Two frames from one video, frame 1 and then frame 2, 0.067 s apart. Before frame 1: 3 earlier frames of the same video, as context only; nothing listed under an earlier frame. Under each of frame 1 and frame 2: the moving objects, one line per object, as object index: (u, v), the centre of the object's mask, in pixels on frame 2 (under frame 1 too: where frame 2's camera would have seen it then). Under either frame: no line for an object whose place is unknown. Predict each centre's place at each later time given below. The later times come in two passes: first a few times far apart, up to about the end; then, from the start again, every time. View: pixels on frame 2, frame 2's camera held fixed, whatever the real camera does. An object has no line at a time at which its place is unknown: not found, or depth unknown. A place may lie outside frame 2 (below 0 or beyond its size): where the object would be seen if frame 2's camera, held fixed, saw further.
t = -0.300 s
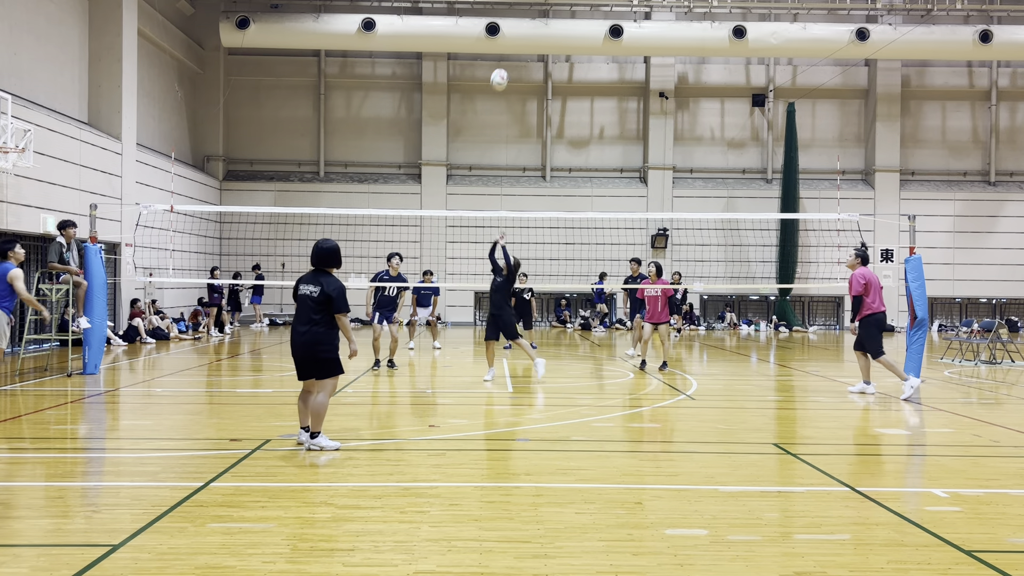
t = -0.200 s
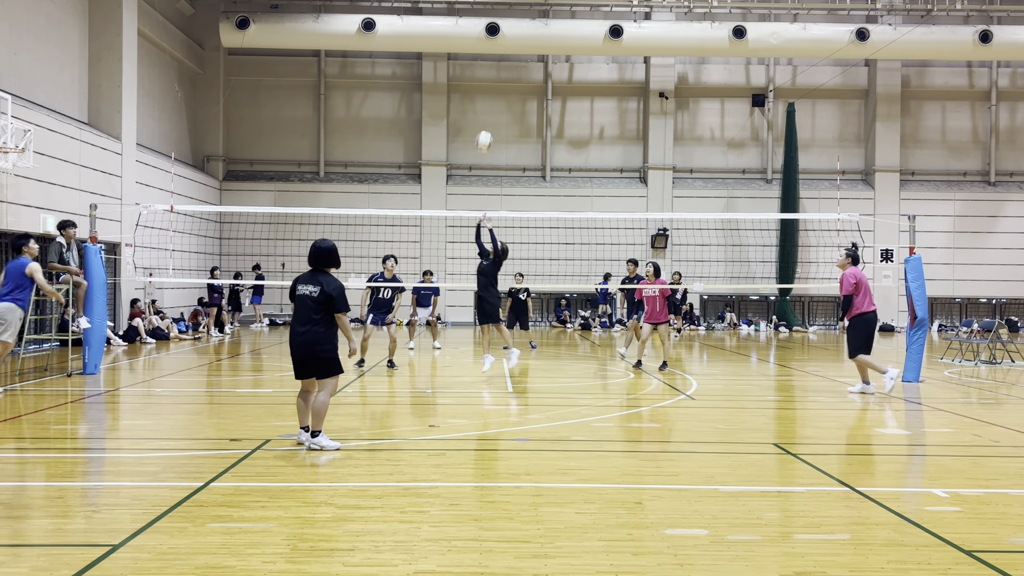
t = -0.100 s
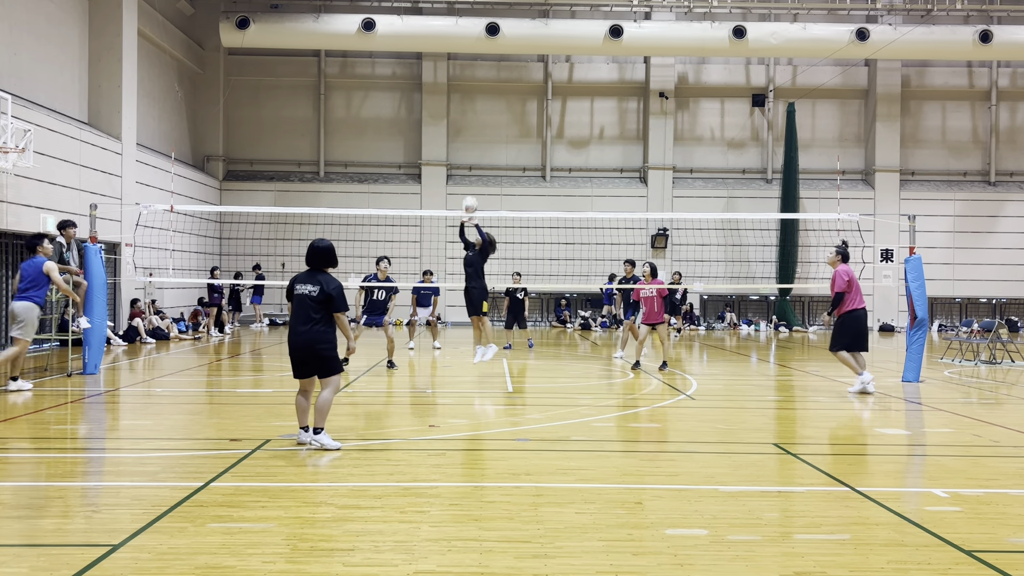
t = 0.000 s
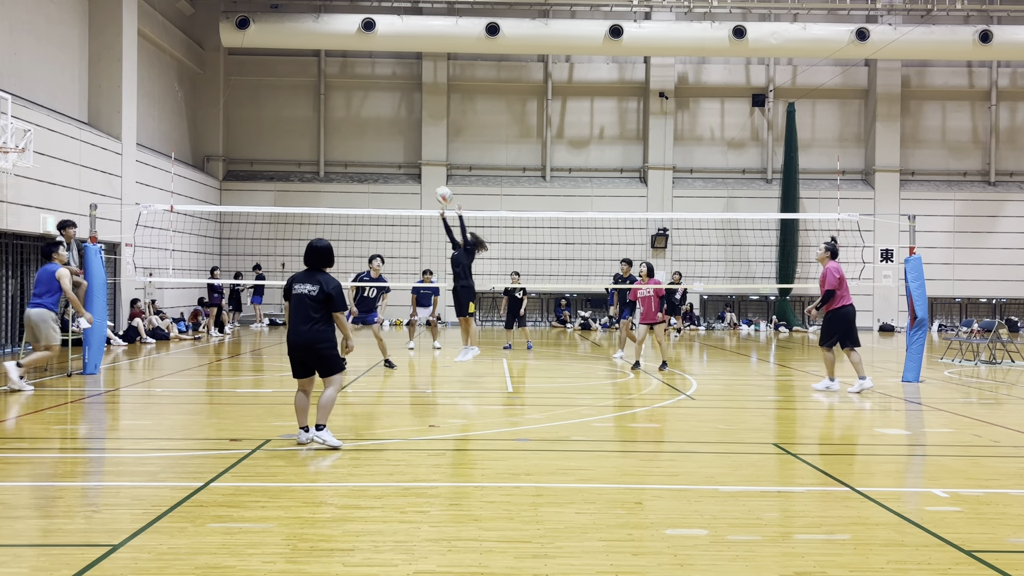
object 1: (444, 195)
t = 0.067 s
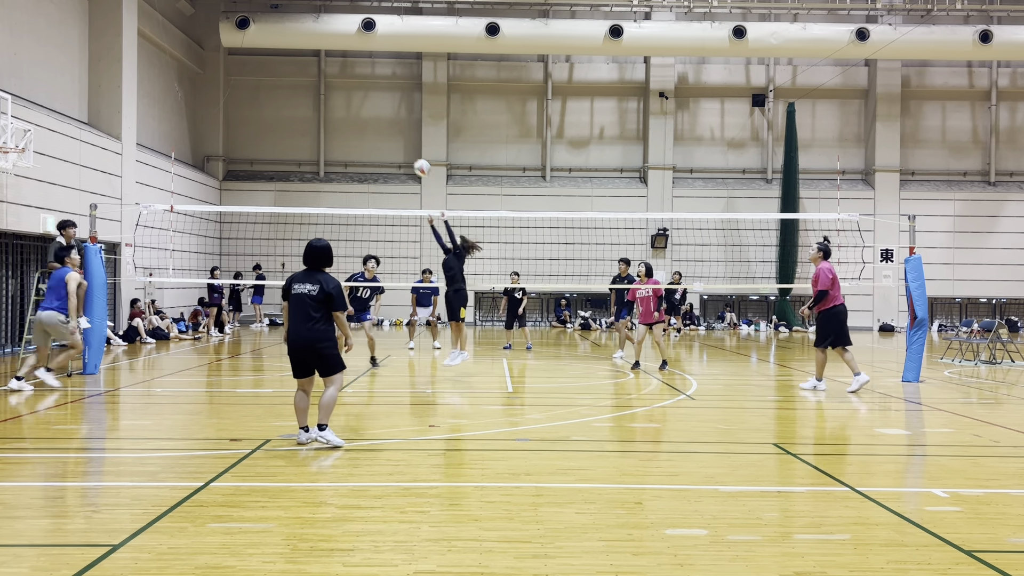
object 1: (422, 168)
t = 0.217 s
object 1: (373, 119)
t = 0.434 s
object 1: (302, 81)
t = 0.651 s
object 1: (233, 80)
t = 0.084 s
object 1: (416, 161)
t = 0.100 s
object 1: (411, 156)
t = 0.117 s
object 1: (405, 150)
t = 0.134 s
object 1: (400, 144)
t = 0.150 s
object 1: (395, 139)
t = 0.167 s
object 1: (389, 134)
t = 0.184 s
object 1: (384, 128)
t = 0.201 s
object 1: (378, 124)
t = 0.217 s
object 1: (373, 119)
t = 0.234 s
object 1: (367, 115)
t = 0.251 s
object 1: (362, 111)
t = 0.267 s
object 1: (356, 107)
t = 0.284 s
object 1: (351, 103)
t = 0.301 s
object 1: (345, 100)
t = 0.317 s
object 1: (340, 97)
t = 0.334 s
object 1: (334, 94)
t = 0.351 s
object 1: (329, 91)
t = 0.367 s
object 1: (324, 89)
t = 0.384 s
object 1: (318, 86)
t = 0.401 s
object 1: (313, 84)
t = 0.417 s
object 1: (308, 83)
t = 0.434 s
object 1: (302, 81)
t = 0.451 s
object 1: (297, 80)
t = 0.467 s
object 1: (292, 79)
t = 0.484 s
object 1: (286, 78)
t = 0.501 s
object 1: (281, 77)
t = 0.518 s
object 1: (276, 76)
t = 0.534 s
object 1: (270, 76)
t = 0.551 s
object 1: (265, 76)
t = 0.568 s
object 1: (260, 76)
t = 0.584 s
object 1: (254, 77)
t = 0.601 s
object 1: (249, 77)
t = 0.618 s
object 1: (244, 78)
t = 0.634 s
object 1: (238, 79)
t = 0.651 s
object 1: (233, 80)
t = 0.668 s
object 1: (228, 82)
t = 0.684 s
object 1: (222, 84)
